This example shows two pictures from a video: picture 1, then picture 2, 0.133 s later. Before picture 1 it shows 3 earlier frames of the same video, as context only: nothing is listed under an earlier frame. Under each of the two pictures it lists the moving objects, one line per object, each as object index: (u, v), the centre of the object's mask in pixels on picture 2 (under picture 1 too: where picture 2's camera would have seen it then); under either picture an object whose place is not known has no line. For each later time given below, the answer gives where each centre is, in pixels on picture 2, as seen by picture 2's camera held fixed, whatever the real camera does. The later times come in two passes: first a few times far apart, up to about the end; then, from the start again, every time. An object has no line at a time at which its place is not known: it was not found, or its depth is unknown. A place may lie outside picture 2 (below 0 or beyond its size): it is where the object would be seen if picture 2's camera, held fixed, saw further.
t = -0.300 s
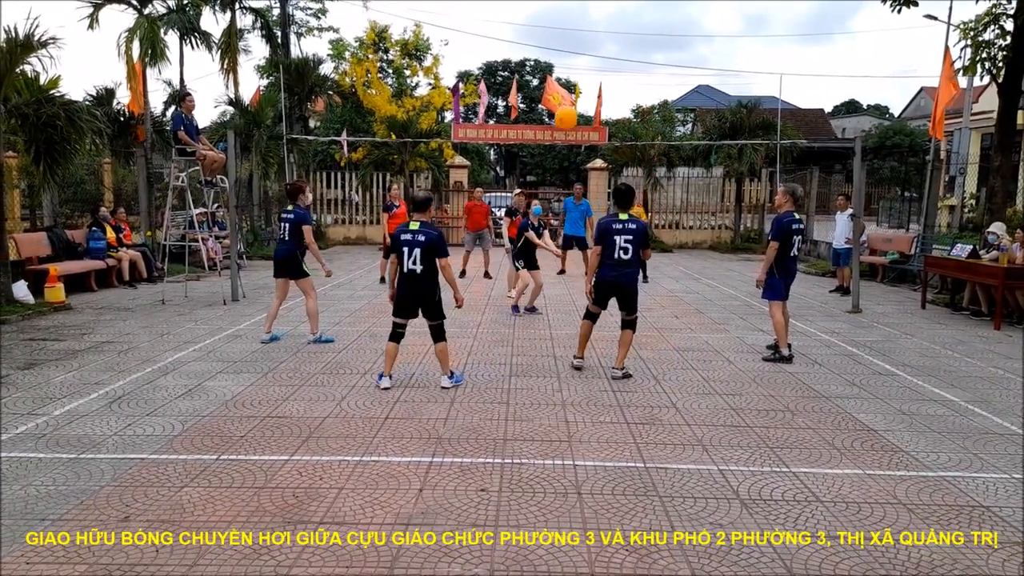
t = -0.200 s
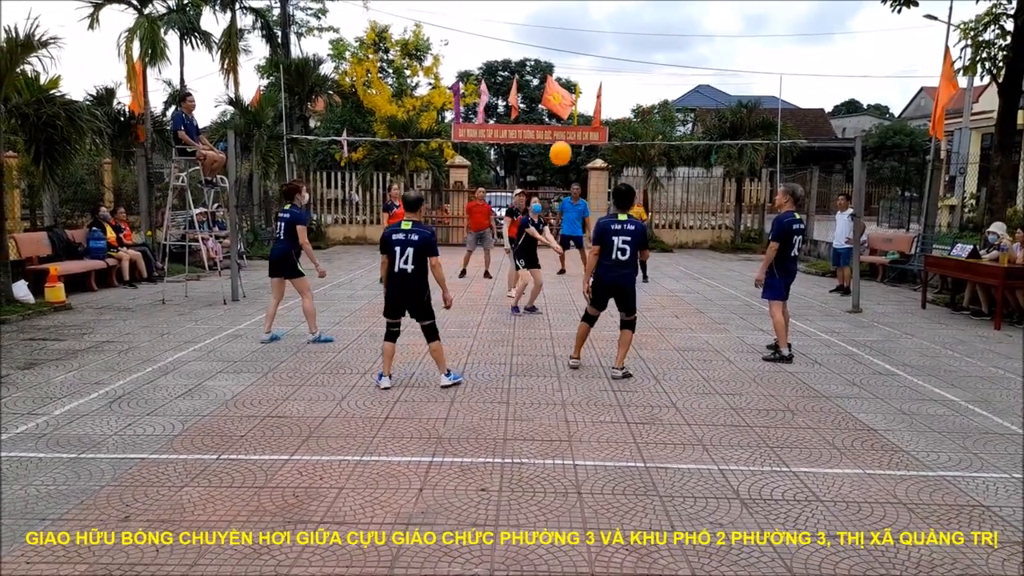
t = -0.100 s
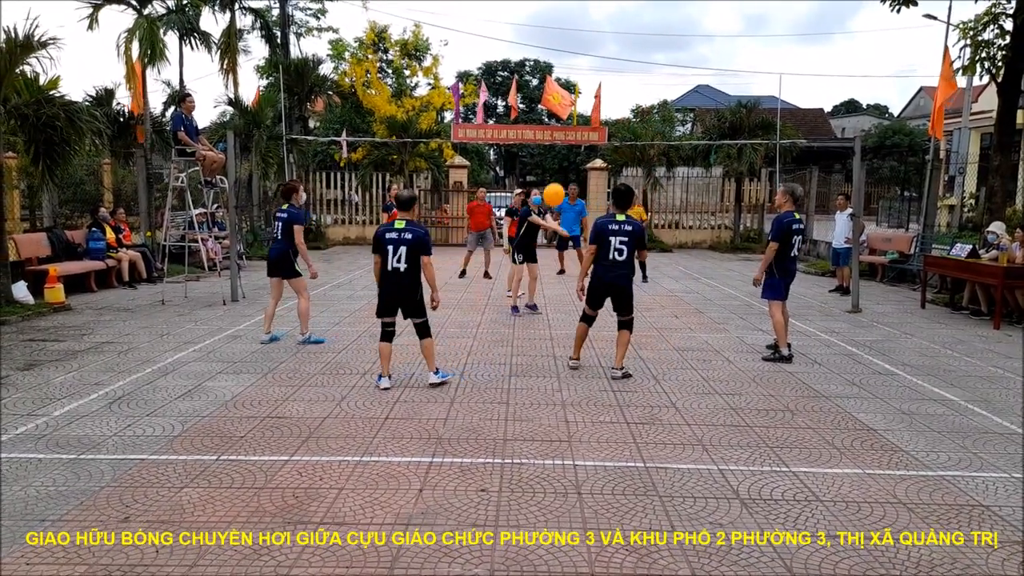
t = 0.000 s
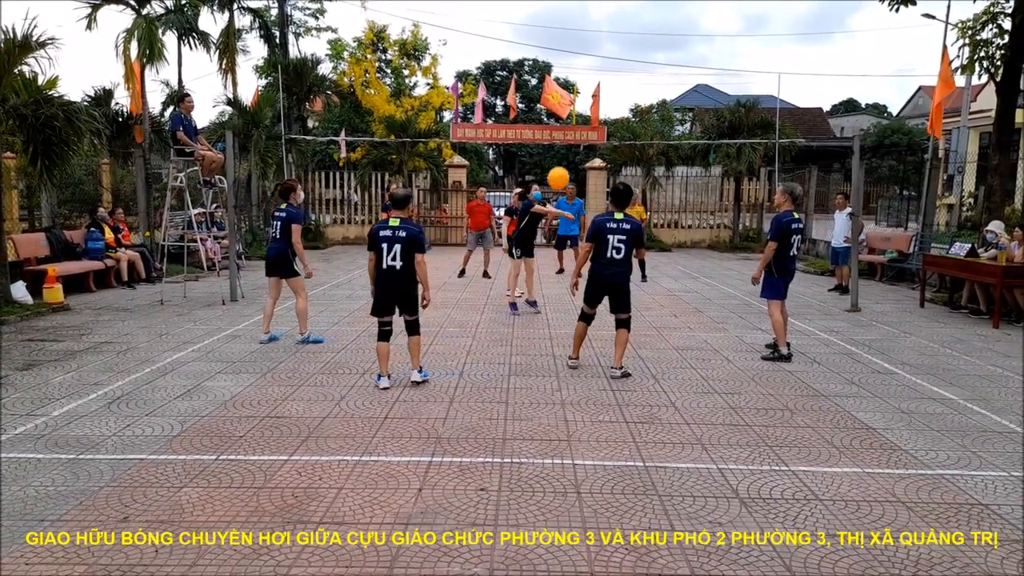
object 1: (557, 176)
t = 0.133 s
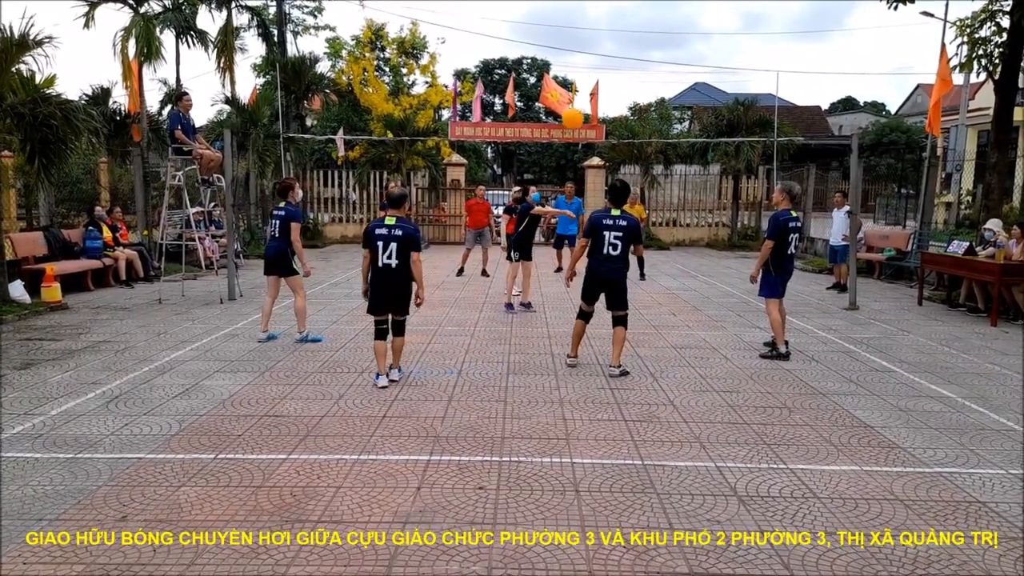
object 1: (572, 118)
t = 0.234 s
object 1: (585, 81)
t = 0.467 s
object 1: (612, 27)
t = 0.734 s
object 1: (642, 22)
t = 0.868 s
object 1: (656, 44)
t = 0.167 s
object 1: (577, 105)
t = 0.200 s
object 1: (580, 93)
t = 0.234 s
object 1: (585, 81)
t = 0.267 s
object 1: (589, 71)
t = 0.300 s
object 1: (593, 61)
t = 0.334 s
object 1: (597, 52)
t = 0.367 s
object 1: (601, 45)
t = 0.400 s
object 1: (604, 38)
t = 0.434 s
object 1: (608, 32)
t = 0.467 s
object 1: (612, 27)
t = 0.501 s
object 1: (616, 23)
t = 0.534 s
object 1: (620, 20)
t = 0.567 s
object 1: (624, 18)
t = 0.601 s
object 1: (628, 17)
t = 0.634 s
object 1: (631, 17)
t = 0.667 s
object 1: (635, 18)
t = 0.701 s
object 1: (639, 19)
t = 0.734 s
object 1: (642, 22)
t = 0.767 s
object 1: (645, 26)
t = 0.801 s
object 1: (649, 31)
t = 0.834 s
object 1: (652, 37)
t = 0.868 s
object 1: (656, 44)
